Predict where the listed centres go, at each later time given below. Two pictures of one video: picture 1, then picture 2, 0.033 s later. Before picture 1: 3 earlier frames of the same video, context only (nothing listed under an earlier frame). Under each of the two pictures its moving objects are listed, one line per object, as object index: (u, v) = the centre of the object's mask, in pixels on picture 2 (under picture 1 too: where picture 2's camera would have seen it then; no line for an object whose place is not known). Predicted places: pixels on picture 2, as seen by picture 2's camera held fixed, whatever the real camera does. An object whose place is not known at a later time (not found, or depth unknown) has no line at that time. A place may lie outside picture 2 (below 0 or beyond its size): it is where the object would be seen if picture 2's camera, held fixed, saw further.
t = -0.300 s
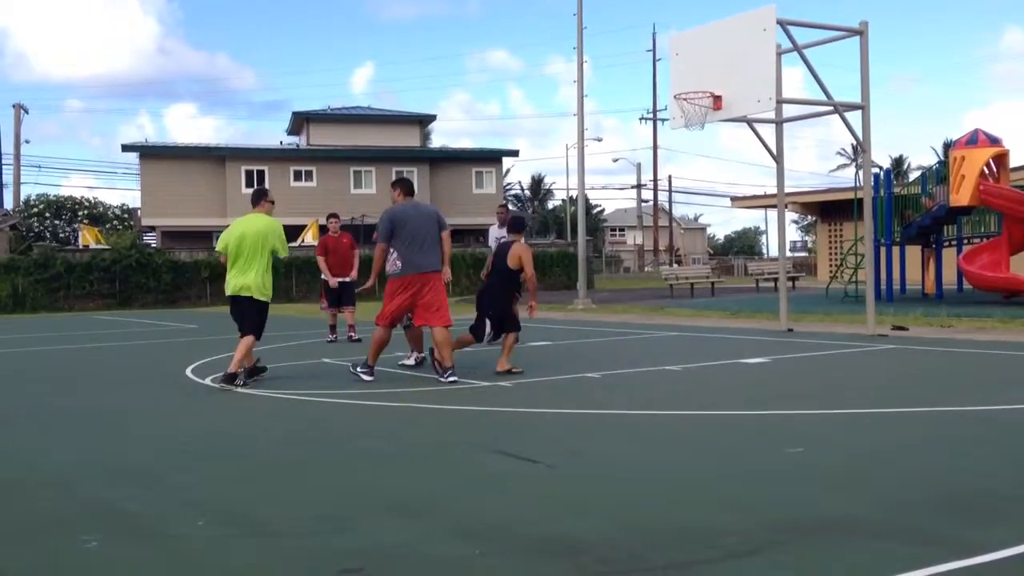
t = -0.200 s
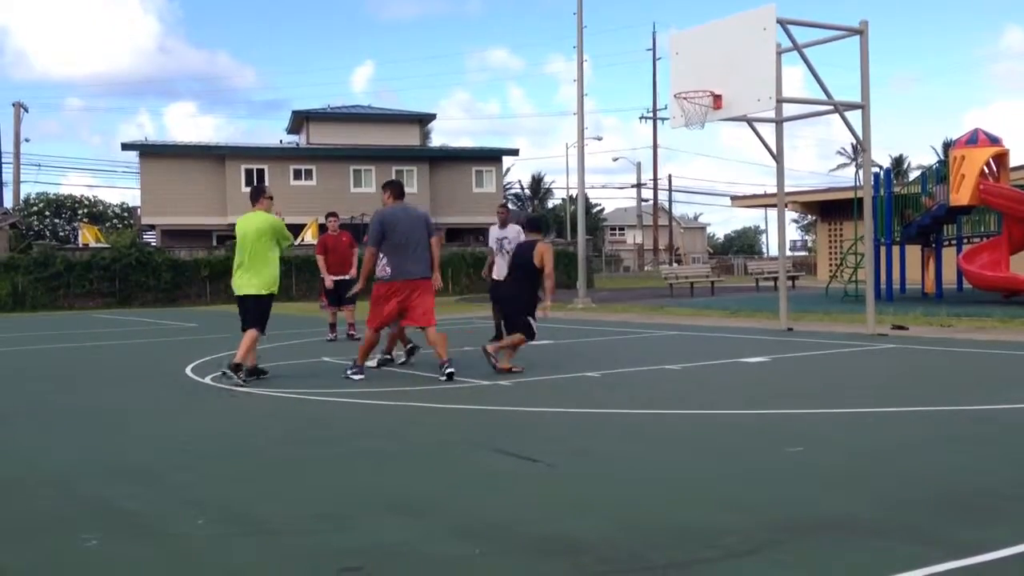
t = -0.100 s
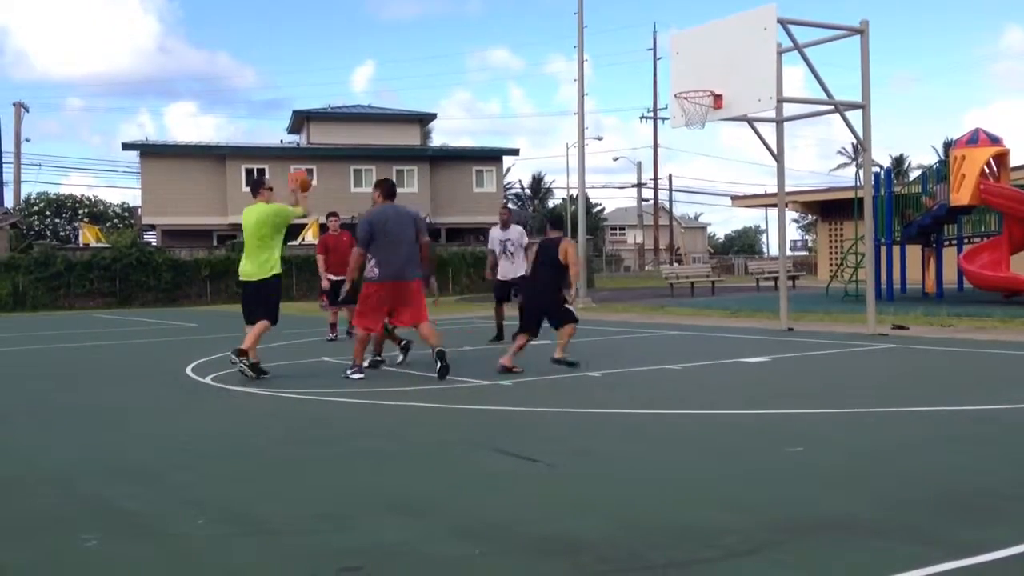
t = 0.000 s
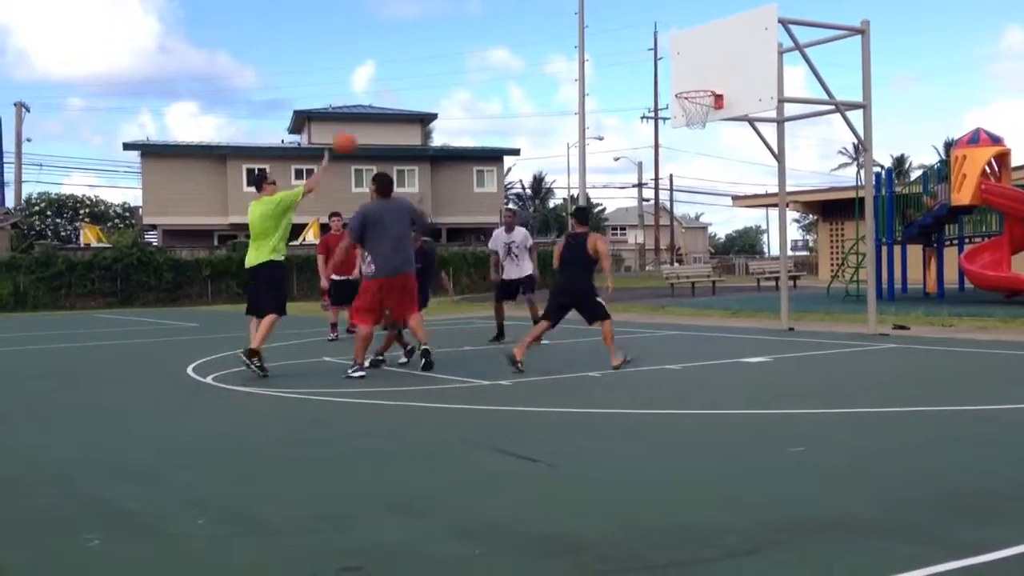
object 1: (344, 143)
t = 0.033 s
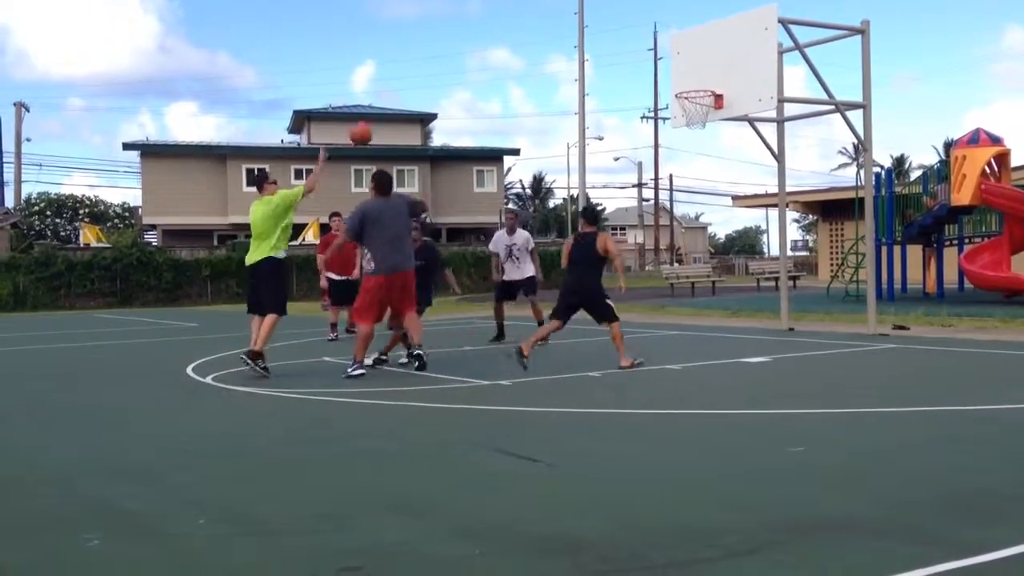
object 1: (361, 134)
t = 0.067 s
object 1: (376, 123)
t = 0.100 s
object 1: (393, 116)
